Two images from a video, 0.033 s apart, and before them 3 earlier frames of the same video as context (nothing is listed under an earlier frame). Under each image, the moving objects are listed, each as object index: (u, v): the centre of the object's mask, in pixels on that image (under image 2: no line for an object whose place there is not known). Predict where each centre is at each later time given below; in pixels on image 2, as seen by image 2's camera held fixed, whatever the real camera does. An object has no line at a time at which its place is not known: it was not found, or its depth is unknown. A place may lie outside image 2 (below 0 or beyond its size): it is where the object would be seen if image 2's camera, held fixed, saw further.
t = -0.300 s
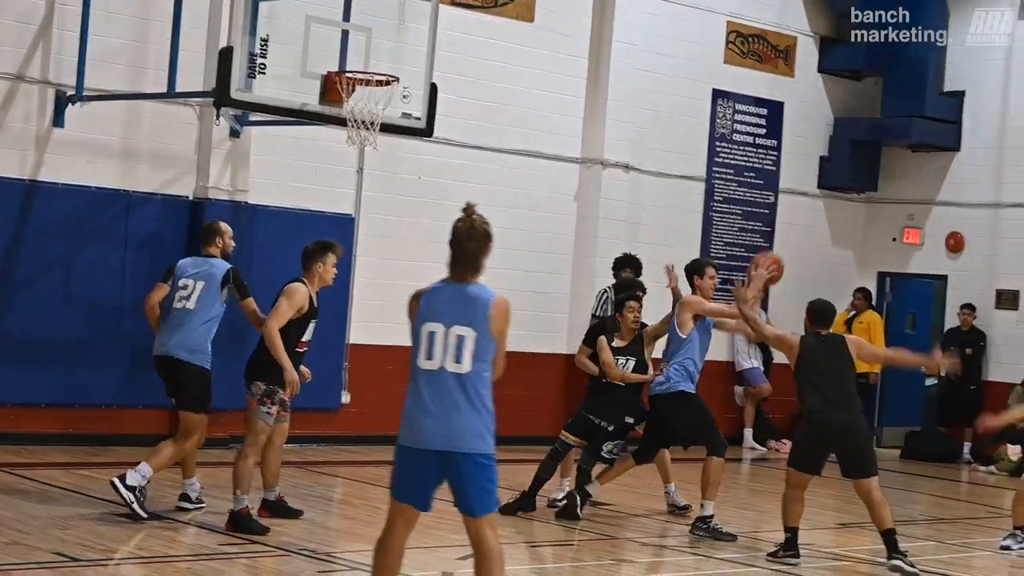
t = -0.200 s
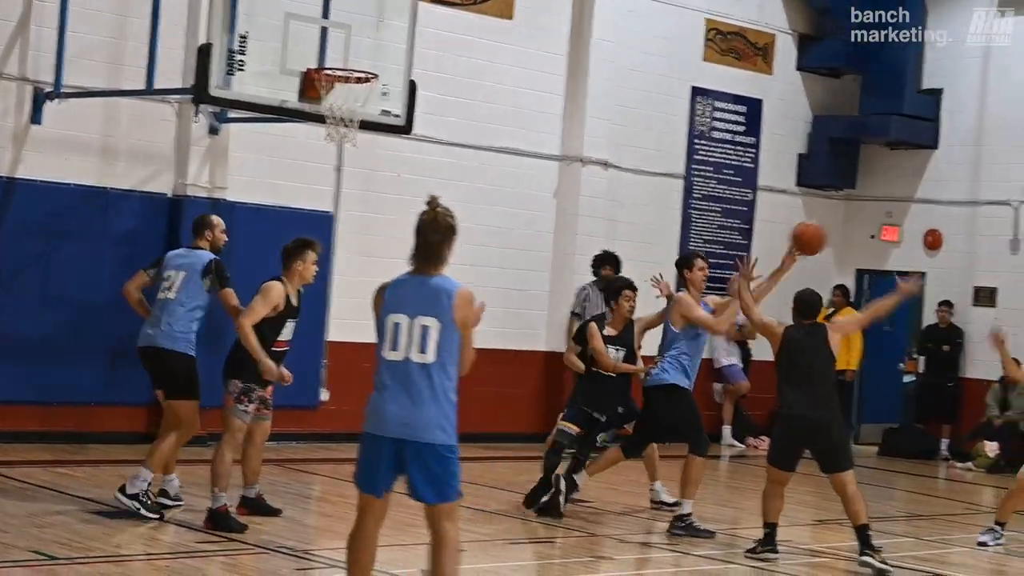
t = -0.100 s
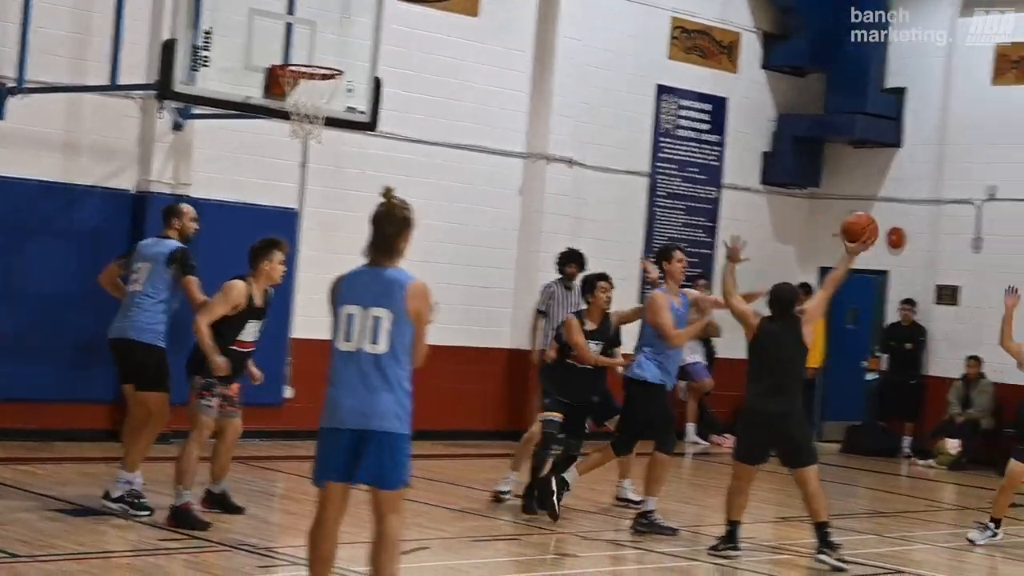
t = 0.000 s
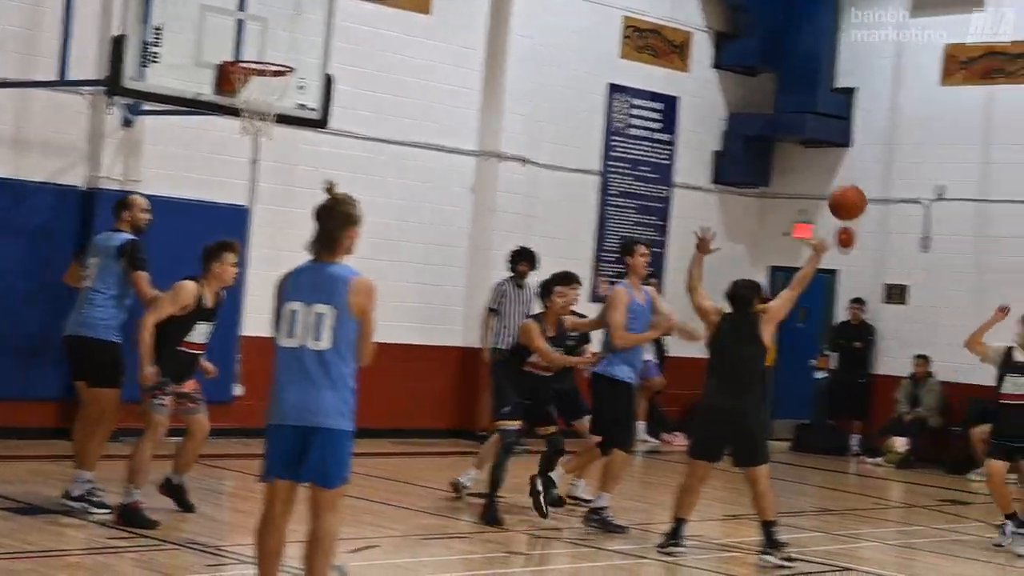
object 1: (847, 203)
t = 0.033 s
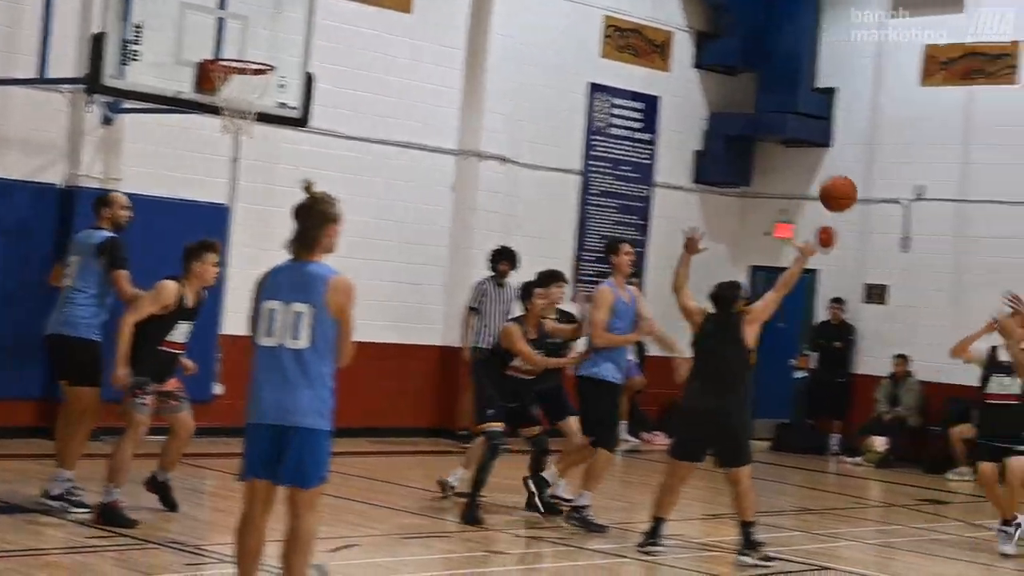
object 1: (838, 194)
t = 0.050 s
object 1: (846, 190)
